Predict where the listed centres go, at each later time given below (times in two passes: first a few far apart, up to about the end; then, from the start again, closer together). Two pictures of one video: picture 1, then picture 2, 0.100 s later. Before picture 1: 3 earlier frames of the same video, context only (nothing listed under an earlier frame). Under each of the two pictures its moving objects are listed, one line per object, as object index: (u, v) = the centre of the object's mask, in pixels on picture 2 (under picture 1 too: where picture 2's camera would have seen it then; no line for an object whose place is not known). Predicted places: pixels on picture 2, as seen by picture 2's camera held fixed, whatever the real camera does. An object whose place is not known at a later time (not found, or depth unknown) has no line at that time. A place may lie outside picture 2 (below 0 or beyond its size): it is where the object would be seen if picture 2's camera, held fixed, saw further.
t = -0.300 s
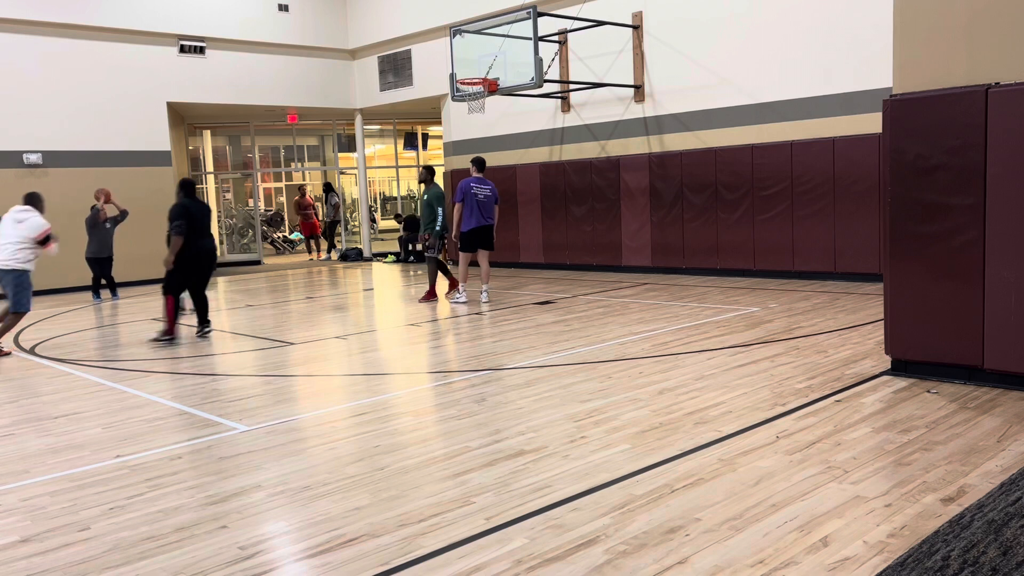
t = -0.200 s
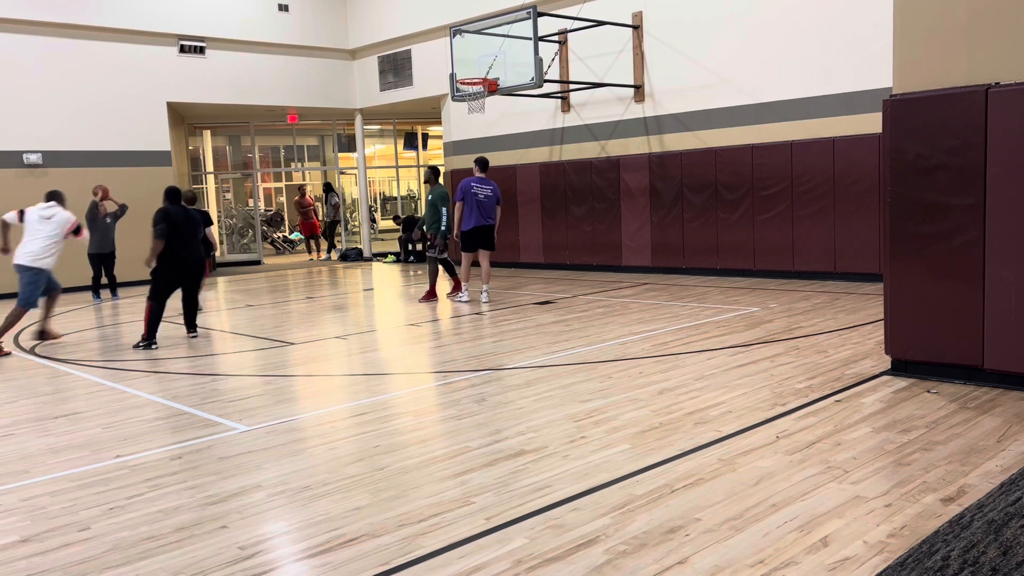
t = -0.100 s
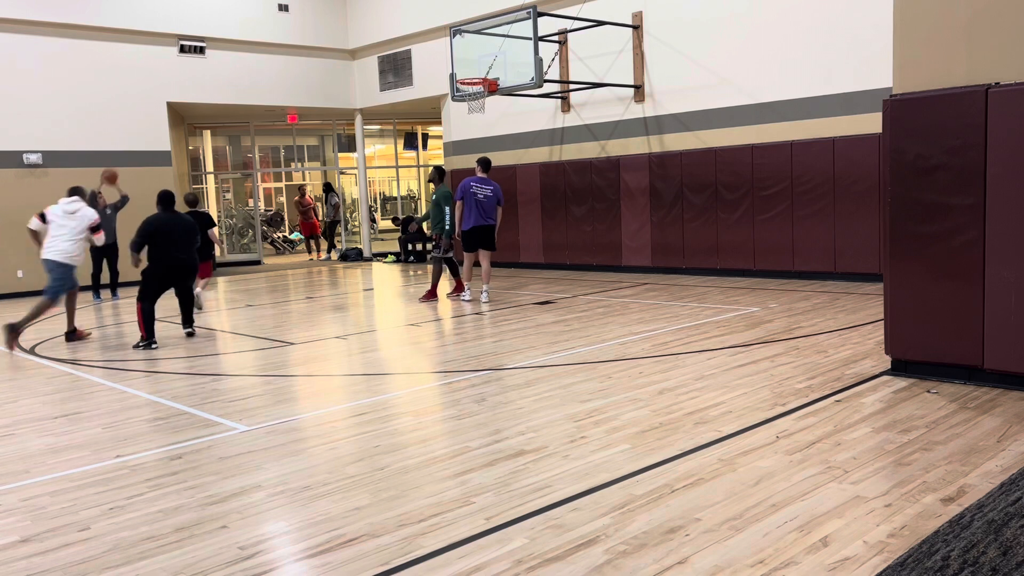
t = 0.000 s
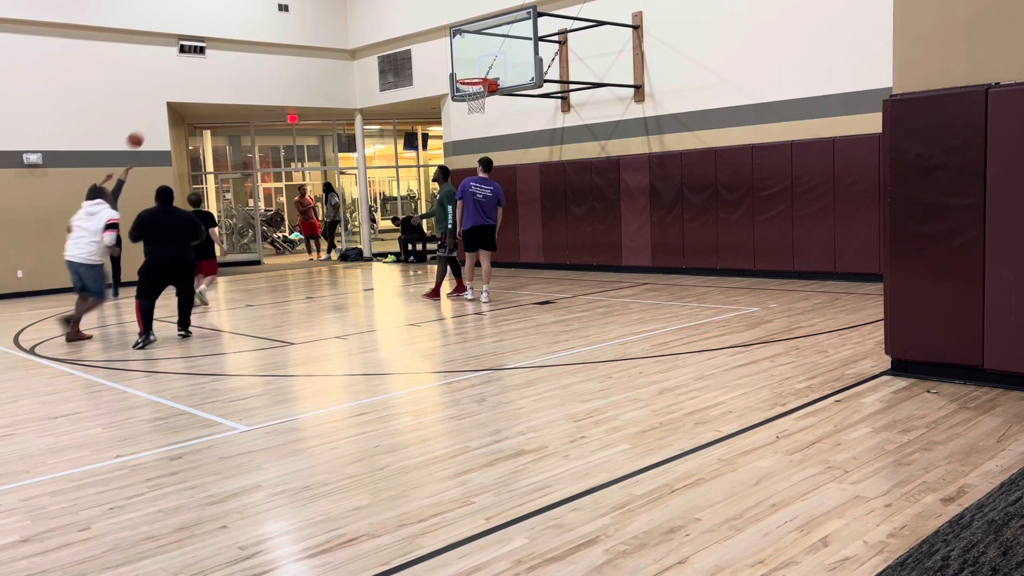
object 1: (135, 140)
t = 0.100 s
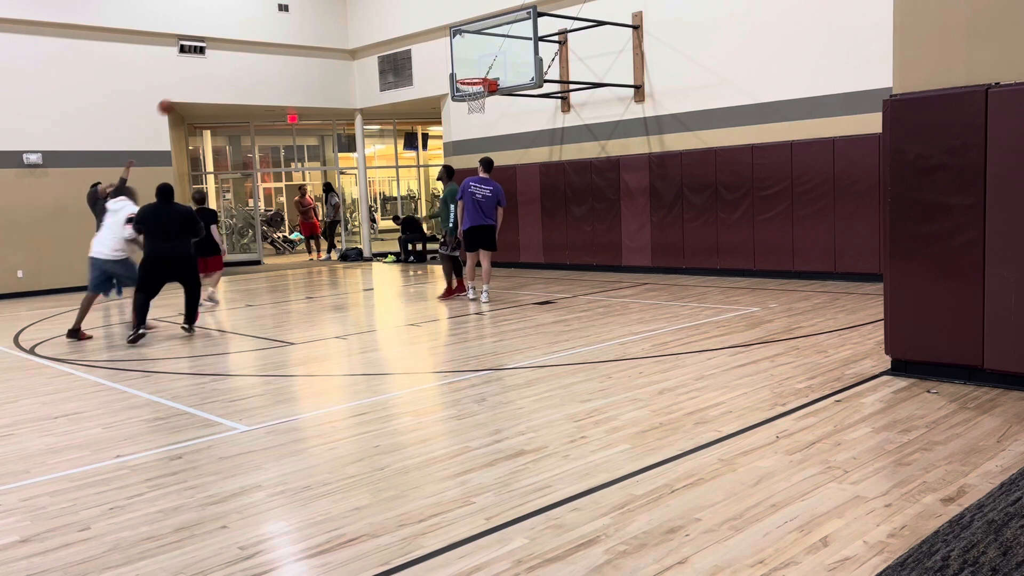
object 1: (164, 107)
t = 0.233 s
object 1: (208, 72)
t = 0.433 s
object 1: (274, 41)
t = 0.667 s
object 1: (355, 36)
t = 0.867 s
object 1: (427, 61)
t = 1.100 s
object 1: (441, 92)
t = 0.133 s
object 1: (176, 97)
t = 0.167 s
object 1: (187, 88)
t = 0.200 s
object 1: (197, 80)
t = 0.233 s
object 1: (208, 72)
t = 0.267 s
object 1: (219, 65)
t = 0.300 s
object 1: (230, 59)
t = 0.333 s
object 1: (241, 54)
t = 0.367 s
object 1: (252, 49)
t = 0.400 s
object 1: (263, 44)
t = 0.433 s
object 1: (274, 41)
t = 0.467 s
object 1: (285, 38)
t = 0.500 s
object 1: (297, 36)
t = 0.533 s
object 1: (308, 34)
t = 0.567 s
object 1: (320, 34)
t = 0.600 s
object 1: (332, 34)
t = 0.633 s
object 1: (343, 35)
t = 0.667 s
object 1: (355, 36)
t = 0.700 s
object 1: (366, 39)
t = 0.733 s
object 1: (379, 42)
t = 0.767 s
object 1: (390, 45)
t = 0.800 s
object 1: (403, 50)
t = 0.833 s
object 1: (415, 55)
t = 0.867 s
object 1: (427, 61)
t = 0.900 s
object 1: (439, 68)
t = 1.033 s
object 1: (448, 85)
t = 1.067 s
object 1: (444, 88)
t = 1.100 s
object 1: (441, 92)
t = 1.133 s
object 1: (438, 96)
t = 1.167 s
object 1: (434, 102)
